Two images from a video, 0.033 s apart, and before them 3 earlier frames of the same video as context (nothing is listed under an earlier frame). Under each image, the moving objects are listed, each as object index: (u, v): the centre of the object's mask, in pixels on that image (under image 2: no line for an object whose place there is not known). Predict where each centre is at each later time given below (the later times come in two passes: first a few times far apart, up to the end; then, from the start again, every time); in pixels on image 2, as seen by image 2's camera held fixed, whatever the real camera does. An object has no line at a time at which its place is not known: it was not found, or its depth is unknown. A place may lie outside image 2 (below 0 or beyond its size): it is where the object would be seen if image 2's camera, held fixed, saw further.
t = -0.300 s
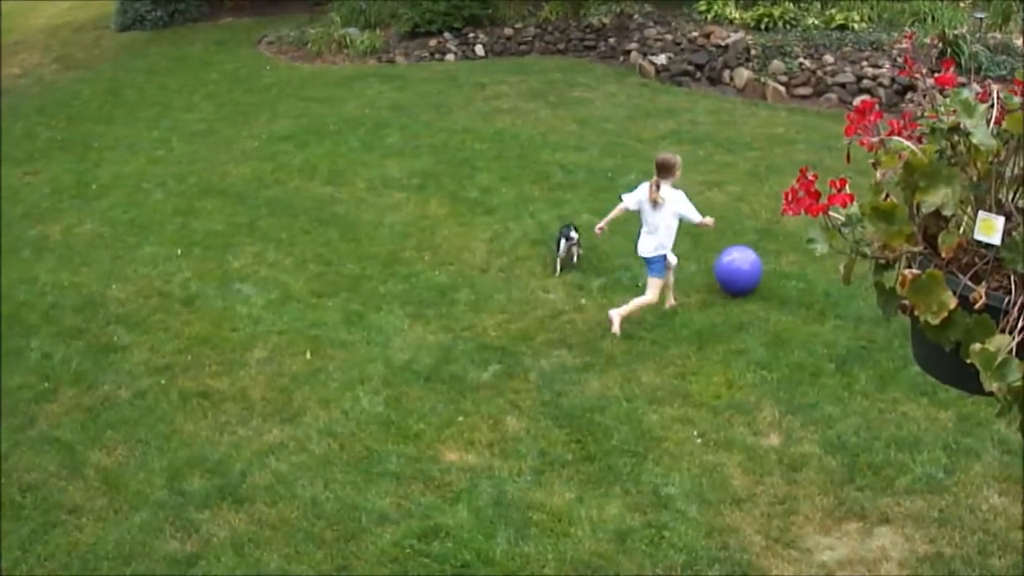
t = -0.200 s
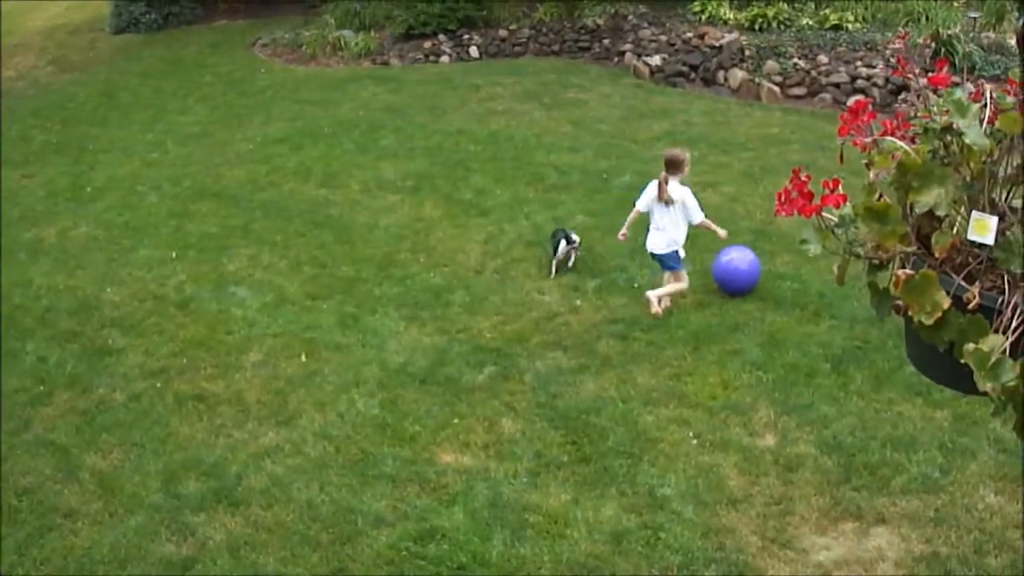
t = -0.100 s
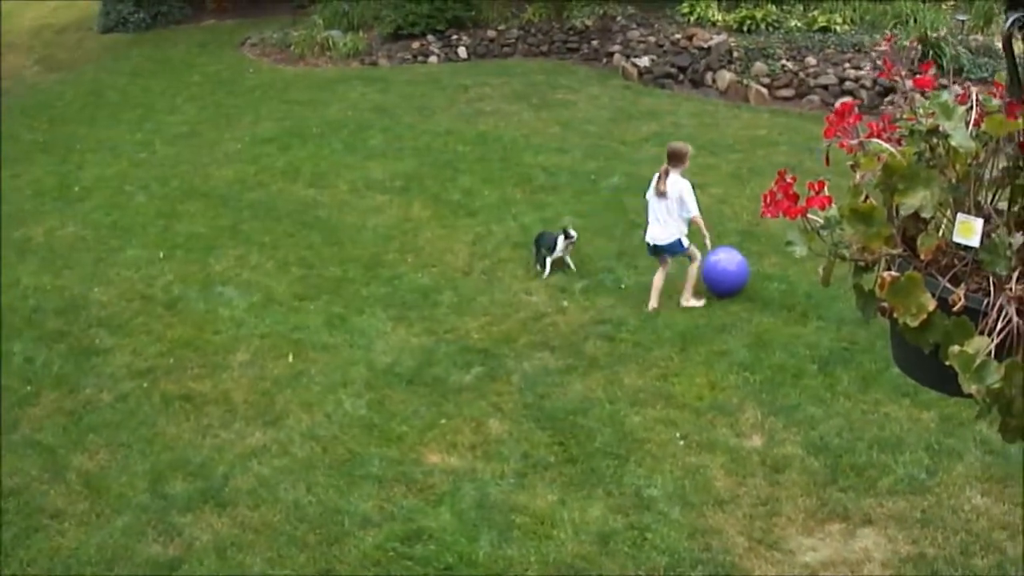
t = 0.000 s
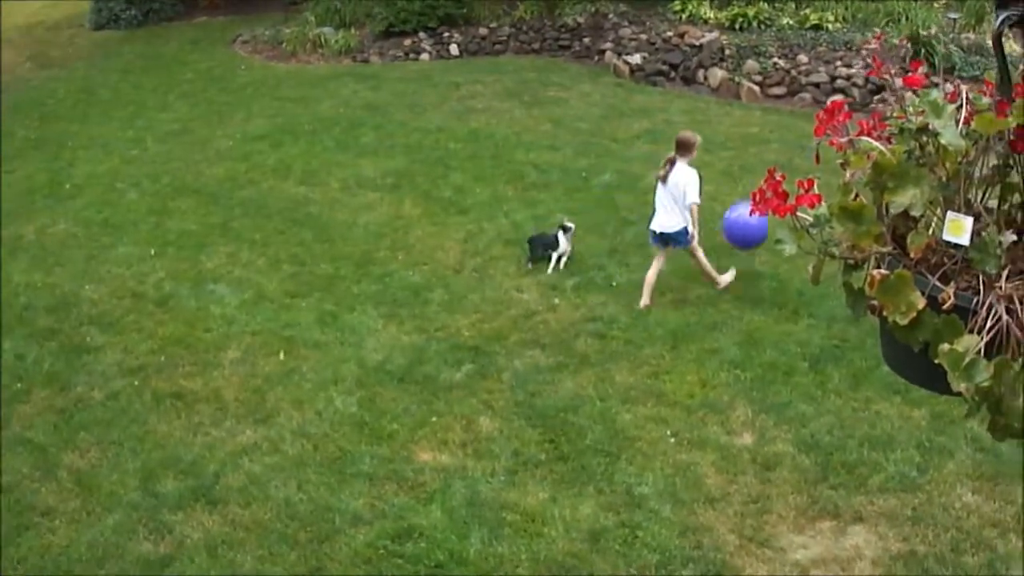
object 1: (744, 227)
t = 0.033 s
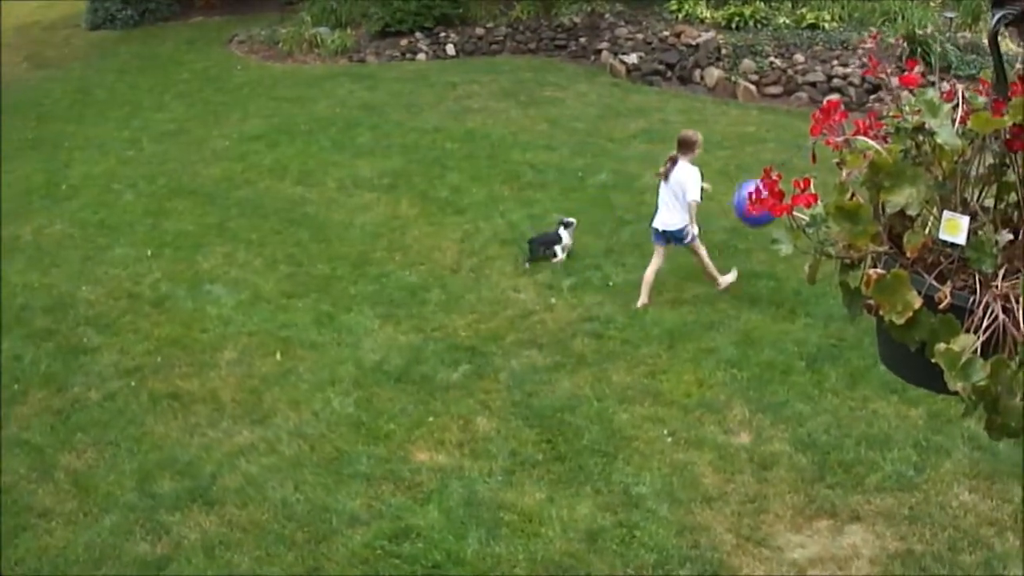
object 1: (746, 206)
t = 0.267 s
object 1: (843, 92)
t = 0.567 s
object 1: (923, 66)
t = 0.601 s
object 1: (931, 71)
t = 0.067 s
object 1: (774, 174)
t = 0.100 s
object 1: (786, 161)
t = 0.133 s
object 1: (798, 147)
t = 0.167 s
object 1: (803, 132)
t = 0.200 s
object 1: (809, 109)
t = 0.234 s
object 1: (832, 97)
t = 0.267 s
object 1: (843, 92)
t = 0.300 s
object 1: (851, 86)
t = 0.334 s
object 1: (858, 80)
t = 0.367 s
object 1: (869, 72)
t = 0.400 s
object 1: (879, 63)
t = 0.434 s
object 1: (898, 62)
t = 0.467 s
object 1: (901, 61)
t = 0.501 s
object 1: (910, 62)
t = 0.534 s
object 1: (914, 63)
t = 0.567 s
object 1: (923, 66)
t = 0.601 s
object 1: (931, 71)
